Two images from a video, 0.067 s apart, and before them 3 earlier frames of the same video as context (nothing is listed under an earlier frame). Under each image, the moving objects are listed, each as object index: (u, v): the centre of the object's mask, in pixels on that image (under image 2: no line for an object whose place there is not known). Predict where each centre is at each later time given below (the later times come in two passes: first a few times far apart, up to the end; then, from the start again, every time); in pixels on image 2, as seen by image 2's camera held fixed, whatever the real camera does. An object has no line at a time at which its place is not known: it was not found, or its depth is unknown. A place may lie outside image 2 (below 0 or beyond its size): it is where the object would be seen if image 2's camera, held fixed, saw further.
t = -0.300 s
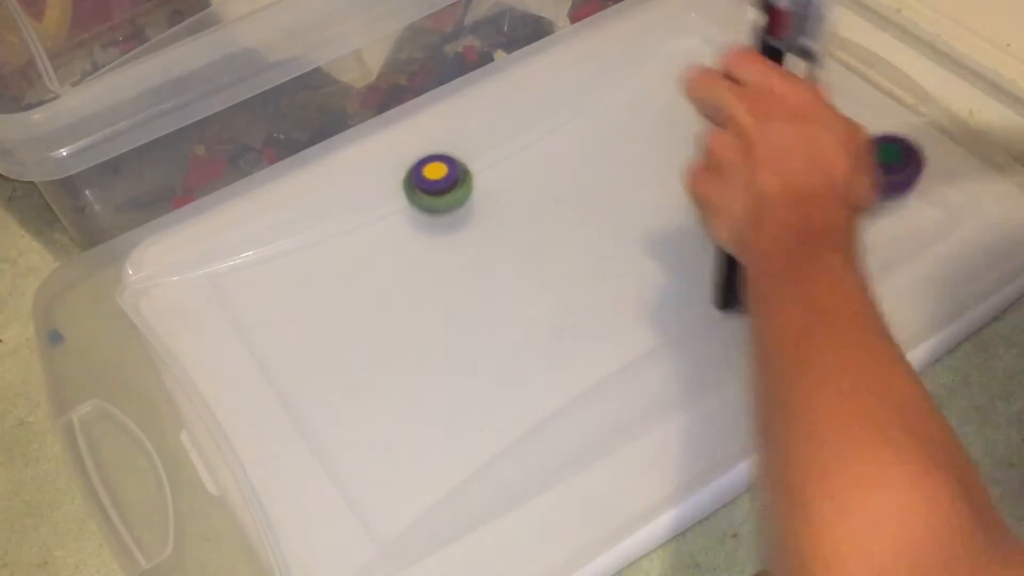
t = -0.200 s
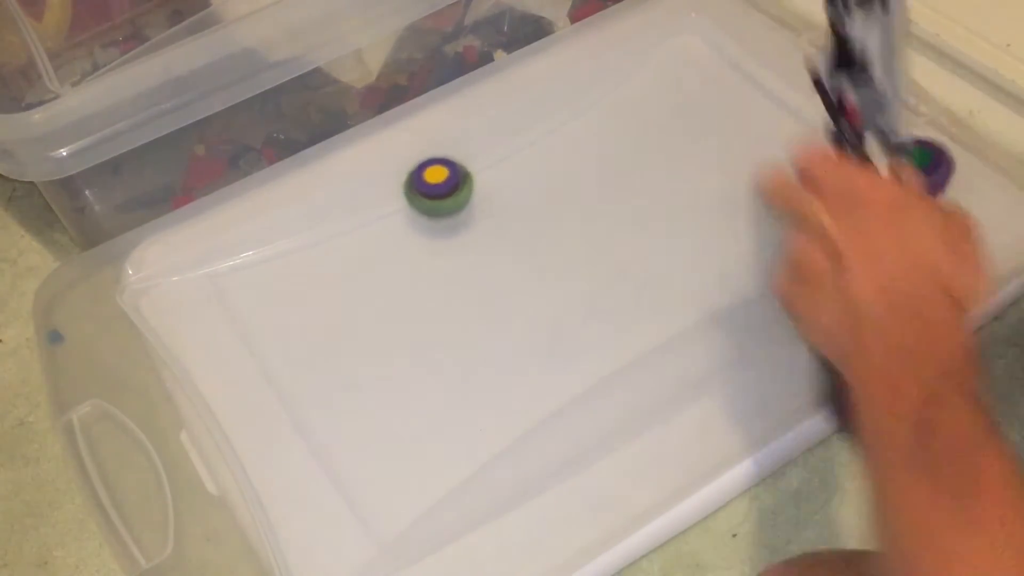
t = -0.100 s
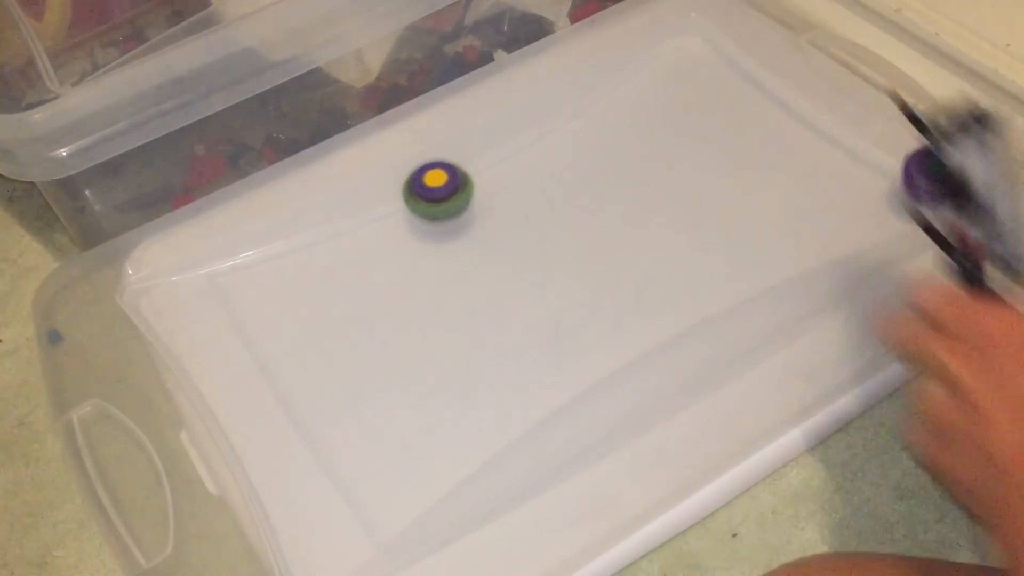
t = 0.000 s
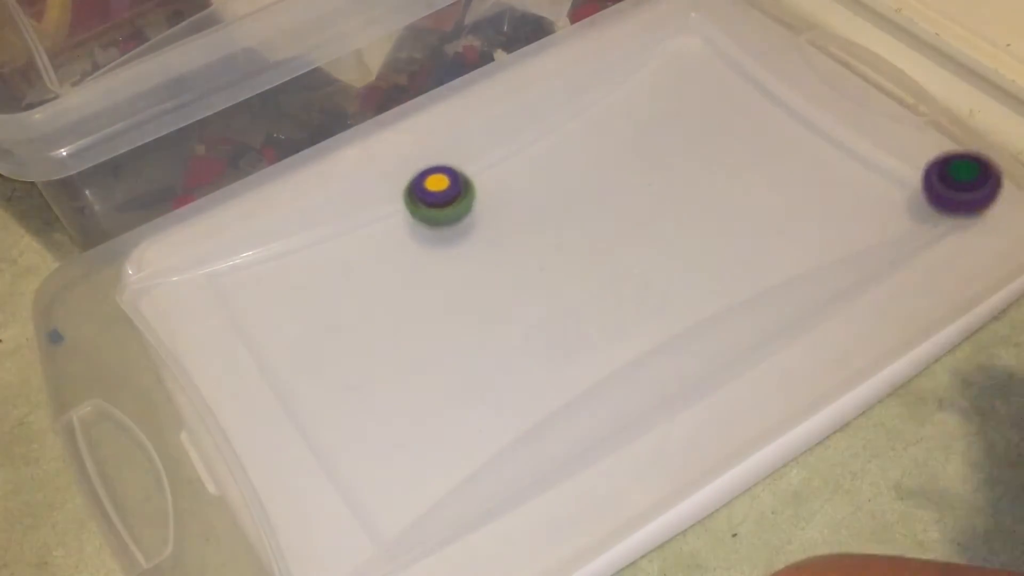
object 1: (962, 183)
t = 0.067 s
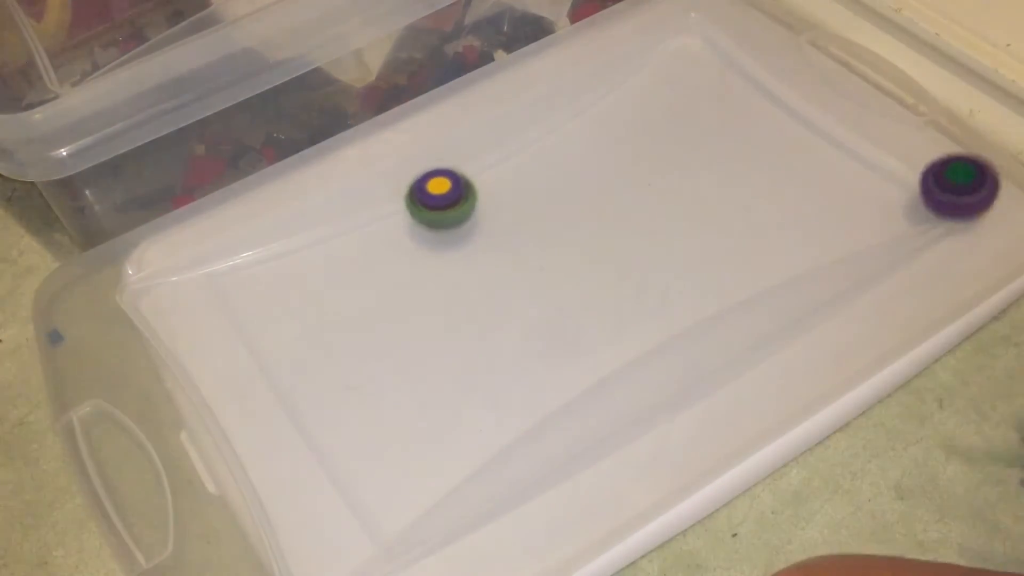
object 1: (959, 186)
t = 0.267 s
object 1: (950, 187)
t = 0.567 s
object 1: (901, 196)
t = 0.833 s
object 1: (809, 202)
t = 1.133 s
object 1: (691, 195)
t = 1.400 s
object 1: (599, 176)
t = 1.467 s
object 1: (579, 168)
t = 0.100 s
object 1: (955, 185)
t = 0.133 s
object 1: (953, 185)
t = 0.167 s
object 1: (951, 186)
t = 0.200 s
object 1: (951, 188)
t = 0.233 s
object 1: (951, 187)
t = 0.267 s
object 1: (950, 187)
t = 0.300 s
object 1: (949, 187)
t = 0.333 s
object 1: (947, 188)
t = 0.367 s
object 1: (943, 189)
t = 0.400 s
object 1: (939, 190)
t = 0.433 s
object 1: (934, 191)
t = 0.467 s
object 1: (927, 193)
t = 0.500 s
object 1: (919, 194)
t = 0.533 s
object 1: (911, 195)
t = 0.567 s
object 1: (901, 196)
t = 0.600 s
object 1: (891, 197)
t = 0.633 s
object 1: (881, 198)
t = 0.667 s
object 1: (869, 199)
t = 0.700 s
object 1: (858, 200)
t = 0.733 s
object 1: (846, 201)
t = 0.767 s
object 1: (834, 202)
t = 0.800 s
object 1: (822, 202)
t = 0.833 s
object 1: (809, 202)
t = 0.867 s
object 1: (795, 202)
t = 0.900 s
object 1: (782, 202)
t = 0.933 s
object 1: (769, 201)
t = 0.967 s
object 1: (755, 201)
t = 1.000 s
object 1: (742, 200)
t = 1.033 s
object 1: (729, 198)
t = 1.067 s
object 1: (716, 197)
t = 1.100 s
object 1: (704, 196)
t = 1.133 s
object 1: (691, 195)
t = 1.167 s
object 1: (679, 193)
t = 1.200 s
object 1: (666, 192)
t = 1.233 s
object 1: (655, 190)
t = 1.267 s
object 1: (643, 188)
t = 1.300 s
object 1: (632, 185)
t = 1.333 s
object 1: (621, 182)
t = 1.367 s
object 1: (610, 179)
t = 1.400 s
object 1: (599, 176)
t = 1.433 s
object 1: (588, 172)
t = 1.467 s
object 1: (579, 168)
